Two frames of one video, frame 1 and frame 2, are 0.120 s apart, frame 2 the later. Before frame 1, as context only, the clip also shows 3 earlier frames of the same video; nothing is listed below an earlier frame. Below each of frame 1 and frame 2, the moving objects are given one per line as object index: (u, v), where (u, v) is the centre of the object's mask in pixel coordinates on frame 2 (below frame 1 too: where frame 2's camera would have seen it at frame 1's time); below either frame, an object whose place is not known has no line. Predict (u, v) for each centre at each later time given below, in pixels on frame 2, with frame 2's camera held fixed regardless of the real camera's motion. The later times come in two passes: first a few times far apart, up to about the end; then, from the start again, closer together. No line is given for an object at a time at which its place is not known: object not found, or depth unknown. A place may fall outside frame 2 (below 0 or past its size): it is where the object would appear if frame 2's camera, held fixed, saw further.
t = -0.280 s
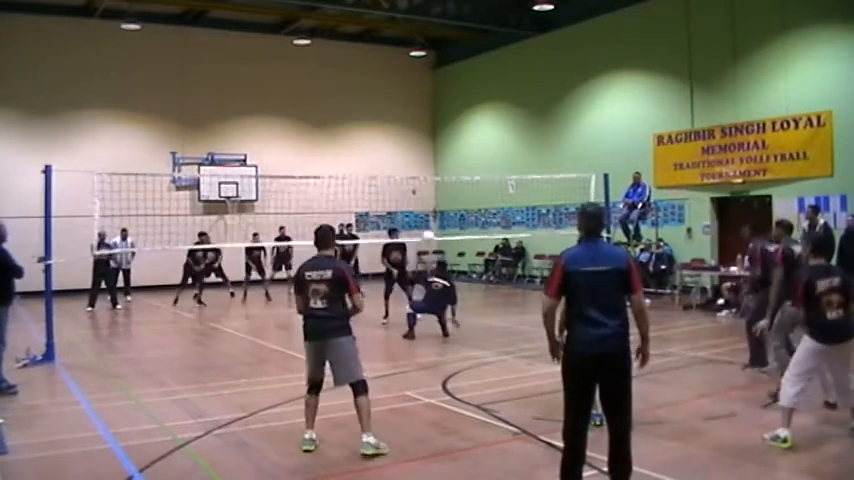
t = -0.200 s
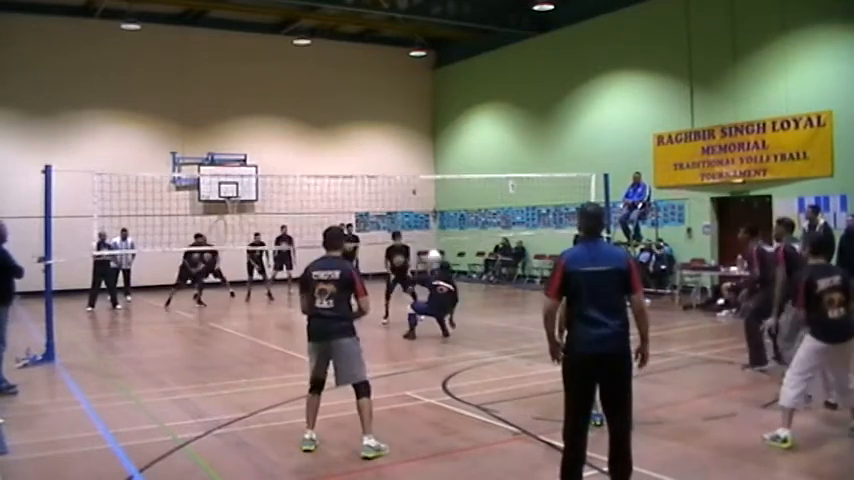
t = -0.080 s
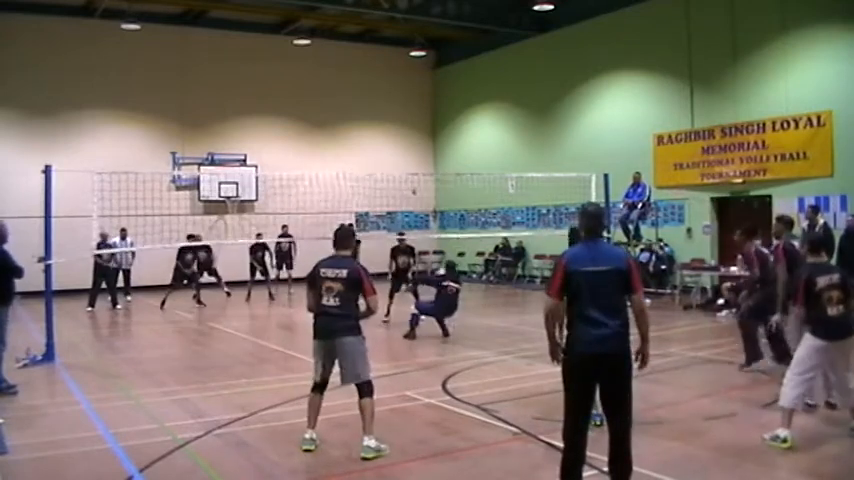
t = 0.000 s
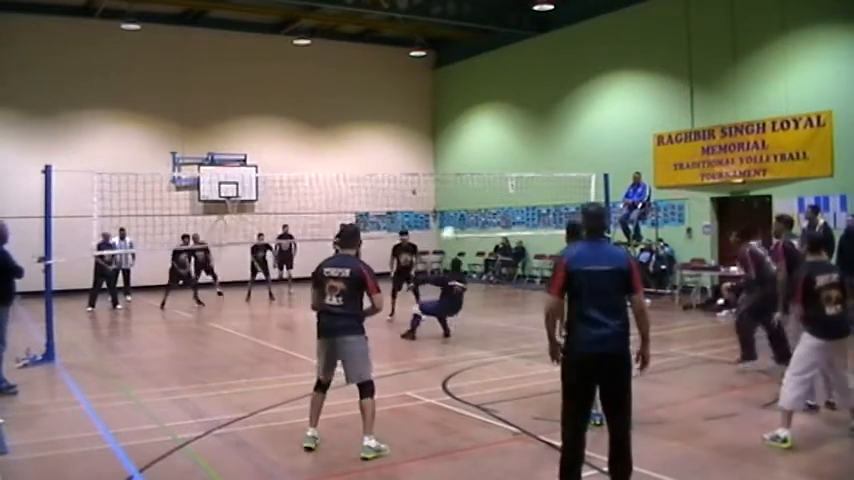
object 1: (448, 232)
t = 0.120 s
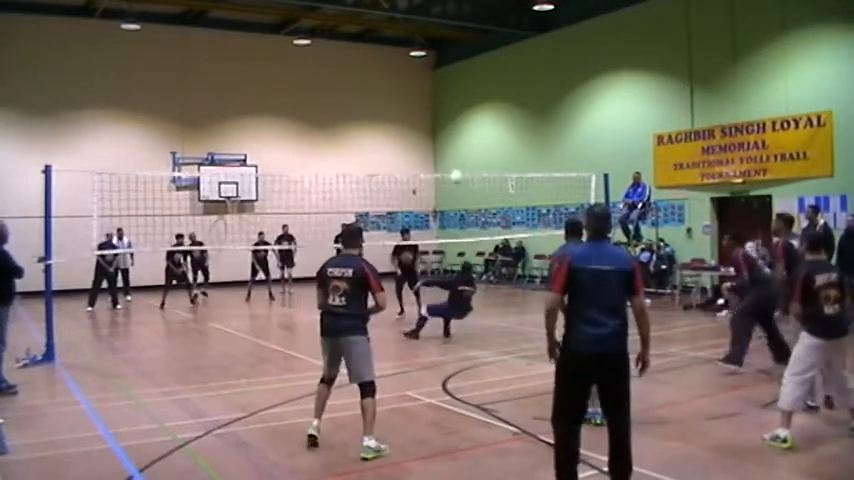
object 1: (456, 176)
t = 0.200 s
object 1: (461, 144)
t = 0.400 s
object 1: (477, 80)
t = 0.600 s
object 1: (495, 40)
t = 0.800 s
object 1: (514, 27)
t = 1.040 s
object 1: (538, 46)
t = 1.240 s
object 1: (559, 96)
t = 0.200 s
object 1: (461, 144)
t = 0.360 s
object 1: (474, 91)
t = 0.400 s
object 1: (477, 80)
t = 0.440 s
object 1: (481, 70)
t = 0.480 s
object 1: (484, 61)
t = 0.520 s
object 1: (487, 53)
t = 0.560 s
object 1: (491, 46)
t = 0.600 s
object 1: (495, 40)
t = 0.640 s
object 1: (498, 35)
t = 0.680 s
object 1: (502, 32)
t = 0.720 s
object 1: (506, 29)
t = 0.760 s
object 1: (510, 27)
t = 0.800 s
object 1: (514, 27)
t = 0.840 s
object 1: (517, 27)
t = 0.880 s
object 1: (521, 29)
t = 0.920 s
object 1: (525, 31)
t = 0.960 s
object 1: (529, 35)
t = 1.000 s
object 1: (534, 40)
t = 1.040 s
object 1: (538, 46)
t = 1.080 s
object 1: (542, 54)
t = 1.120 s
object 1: (547, 63)
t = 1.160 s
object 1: (551, 73)
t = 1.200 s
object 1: (555, 85)
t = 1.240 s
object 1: (559, 96)
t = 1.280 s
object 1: (563, 109)
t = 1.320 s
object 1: (568, 124)
